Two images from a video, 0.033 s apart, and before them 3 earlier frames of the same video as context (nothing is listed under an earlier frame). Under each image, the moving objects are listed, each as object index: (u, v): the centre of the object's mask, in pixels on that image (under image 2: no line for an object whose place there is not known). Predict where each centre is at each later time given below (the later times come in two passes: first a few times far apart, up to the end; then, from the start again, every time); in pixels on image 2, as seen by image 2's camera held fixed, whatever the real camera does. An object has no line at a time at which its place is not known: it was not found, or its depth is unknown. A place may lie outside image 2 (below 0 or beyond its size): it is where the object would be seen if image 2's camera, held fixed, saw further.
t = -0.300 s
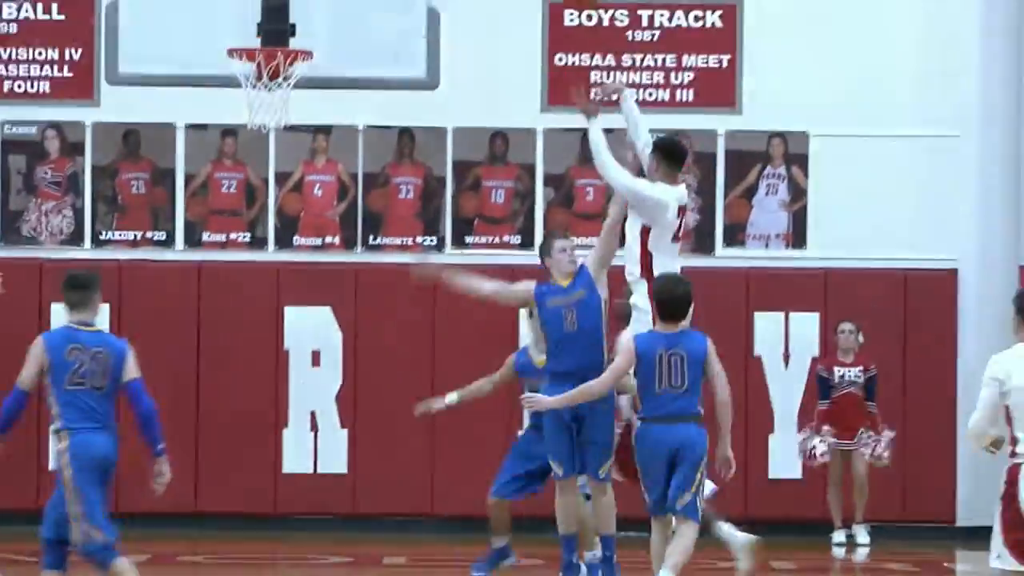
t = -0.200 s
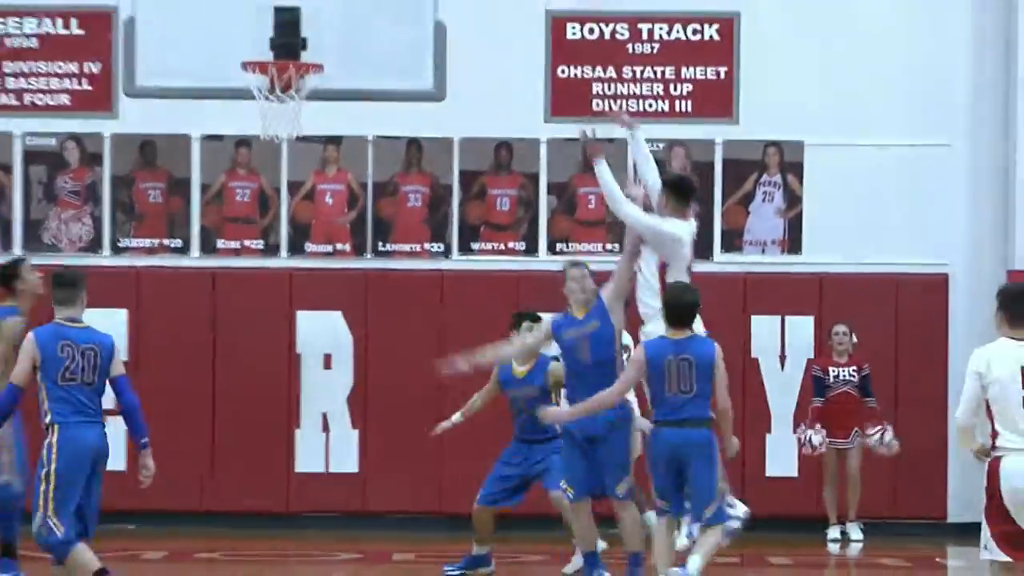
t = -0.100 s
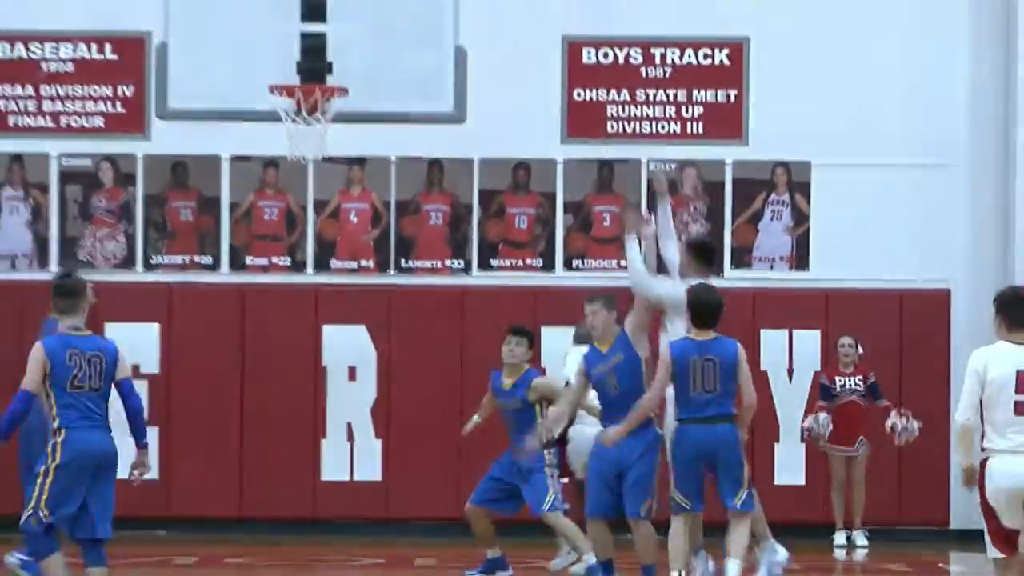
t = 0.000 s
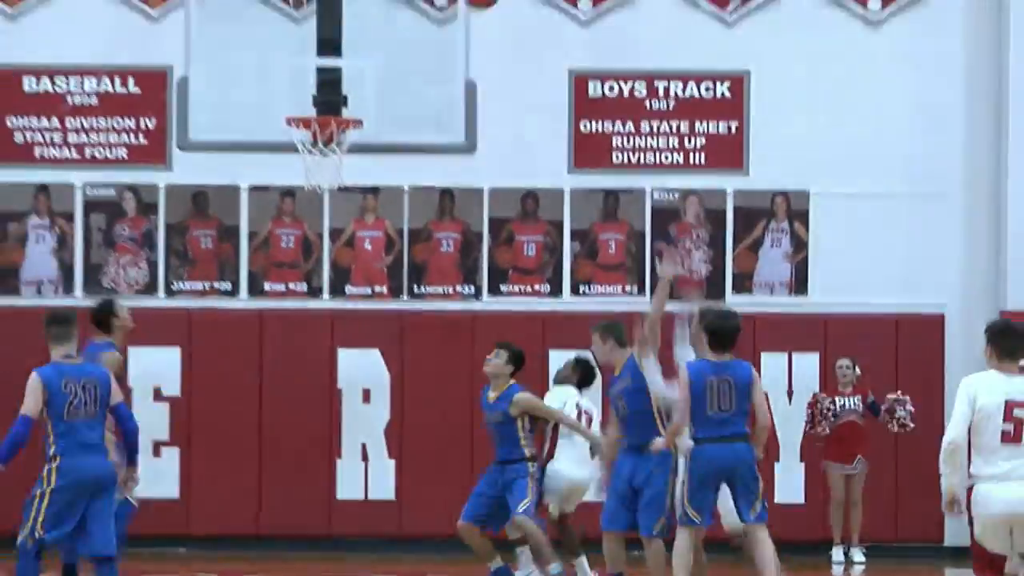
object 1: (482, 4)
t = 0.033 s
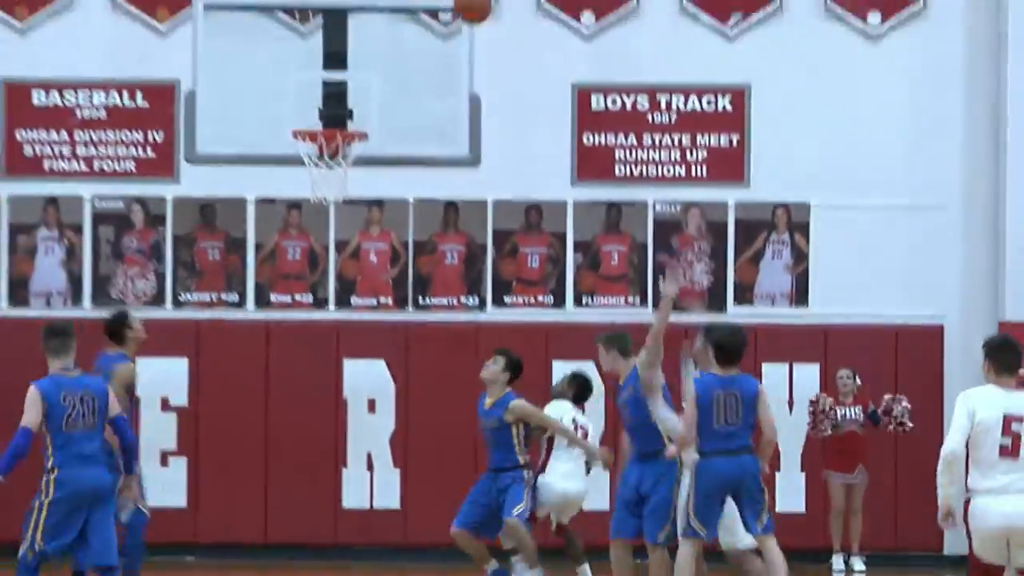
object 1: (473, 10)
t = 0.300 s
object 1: (372, 72)
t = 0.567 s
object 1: (316, 198)
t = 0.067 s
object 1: (461, 6)
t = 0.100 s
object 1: (446, 12)
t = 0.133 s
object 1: (434, 18)
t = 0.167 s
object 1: (421, 25)
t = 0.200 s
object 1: (409, 33)
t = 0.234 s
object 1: (397, 45)
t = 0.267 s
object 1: (384, 58)
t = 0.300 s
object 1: (372, 72)
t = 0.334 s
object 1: (361, 88)
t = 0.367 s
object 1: (347, 105)
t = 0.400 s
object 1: (336, 118)
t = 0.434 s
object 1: (324, 146)
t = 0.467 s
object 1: (324, 153)
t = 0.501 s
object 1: (321, 176)
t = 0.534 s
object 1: (317, 185)
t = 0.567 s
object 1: (316, 198)
